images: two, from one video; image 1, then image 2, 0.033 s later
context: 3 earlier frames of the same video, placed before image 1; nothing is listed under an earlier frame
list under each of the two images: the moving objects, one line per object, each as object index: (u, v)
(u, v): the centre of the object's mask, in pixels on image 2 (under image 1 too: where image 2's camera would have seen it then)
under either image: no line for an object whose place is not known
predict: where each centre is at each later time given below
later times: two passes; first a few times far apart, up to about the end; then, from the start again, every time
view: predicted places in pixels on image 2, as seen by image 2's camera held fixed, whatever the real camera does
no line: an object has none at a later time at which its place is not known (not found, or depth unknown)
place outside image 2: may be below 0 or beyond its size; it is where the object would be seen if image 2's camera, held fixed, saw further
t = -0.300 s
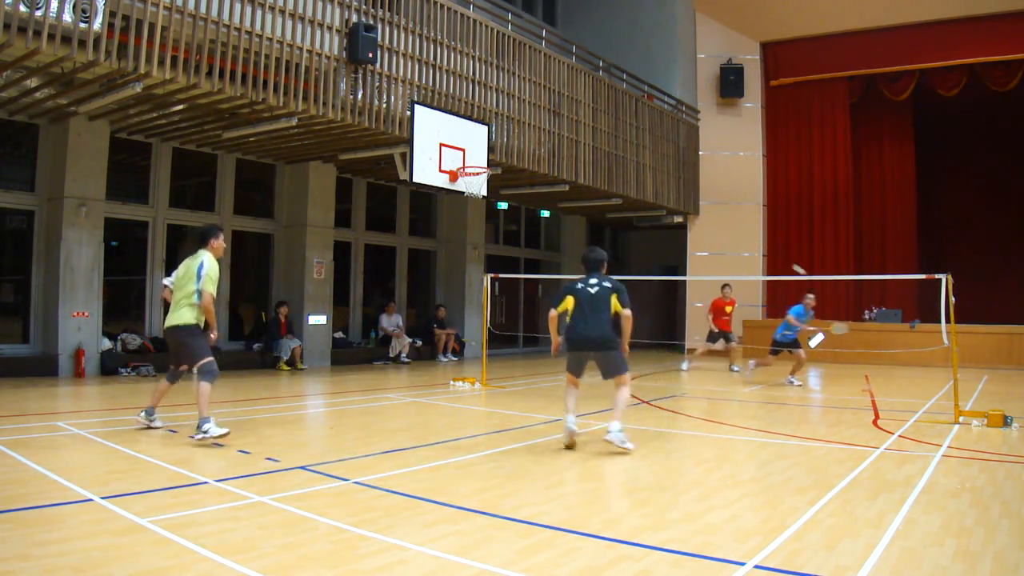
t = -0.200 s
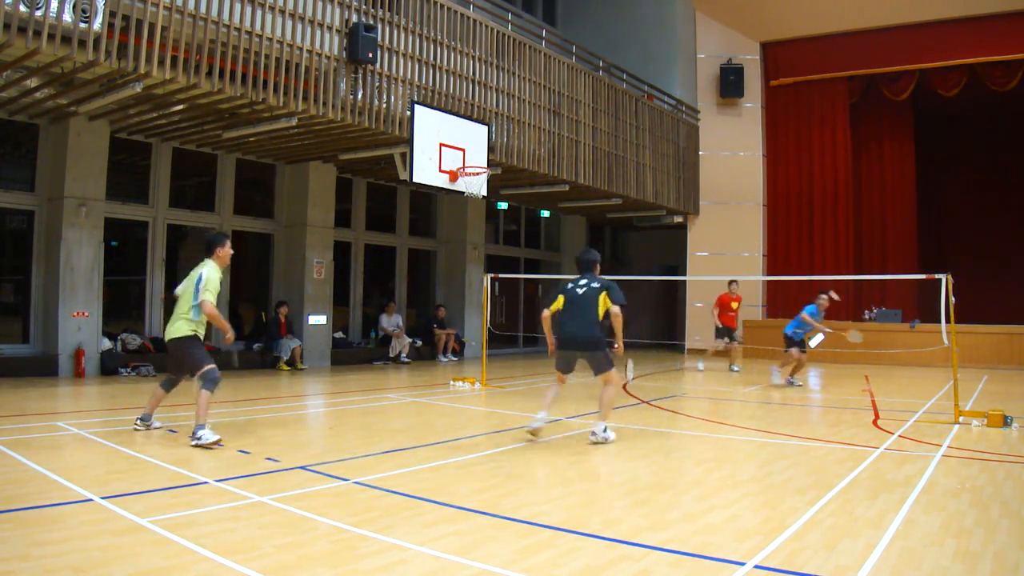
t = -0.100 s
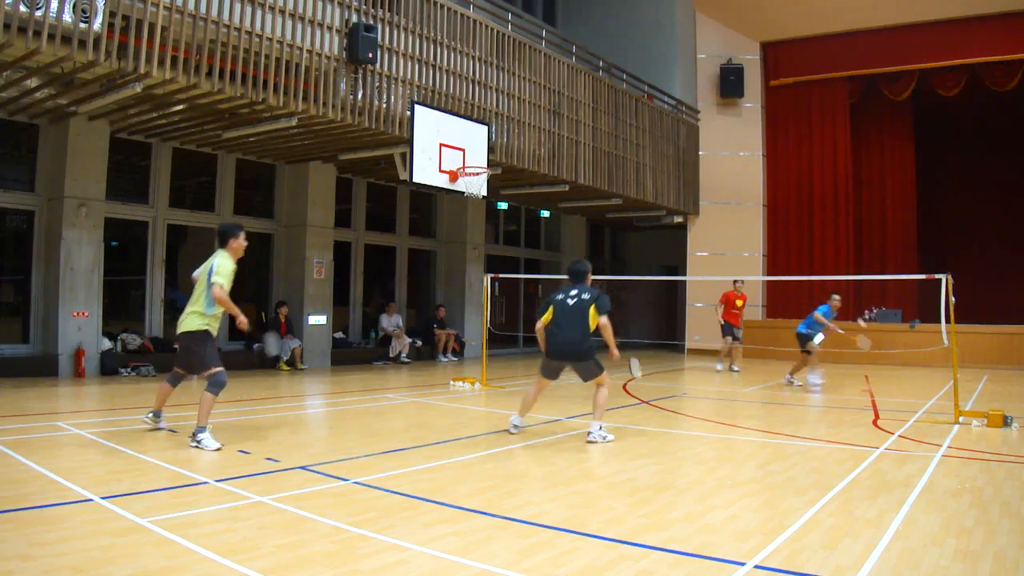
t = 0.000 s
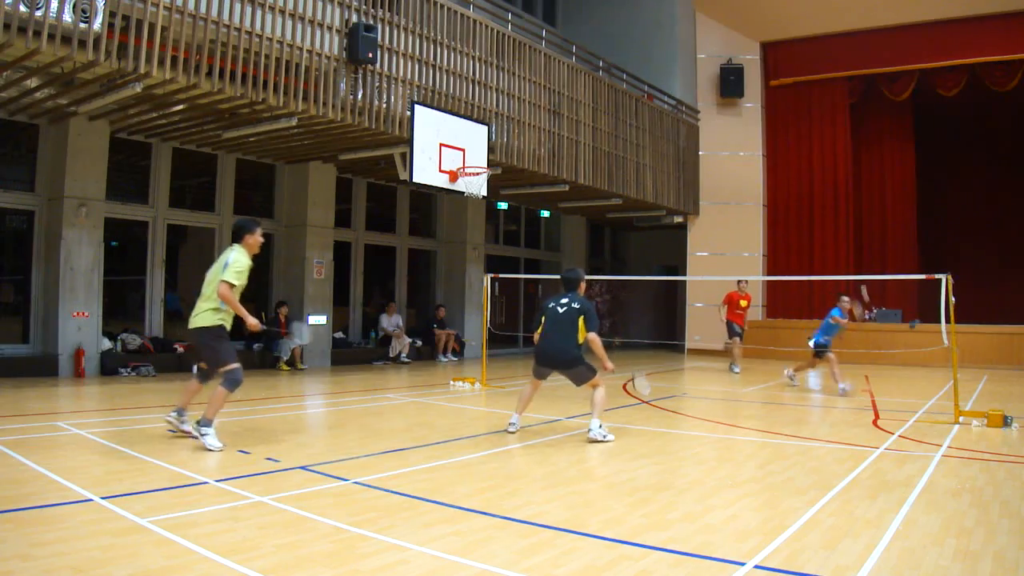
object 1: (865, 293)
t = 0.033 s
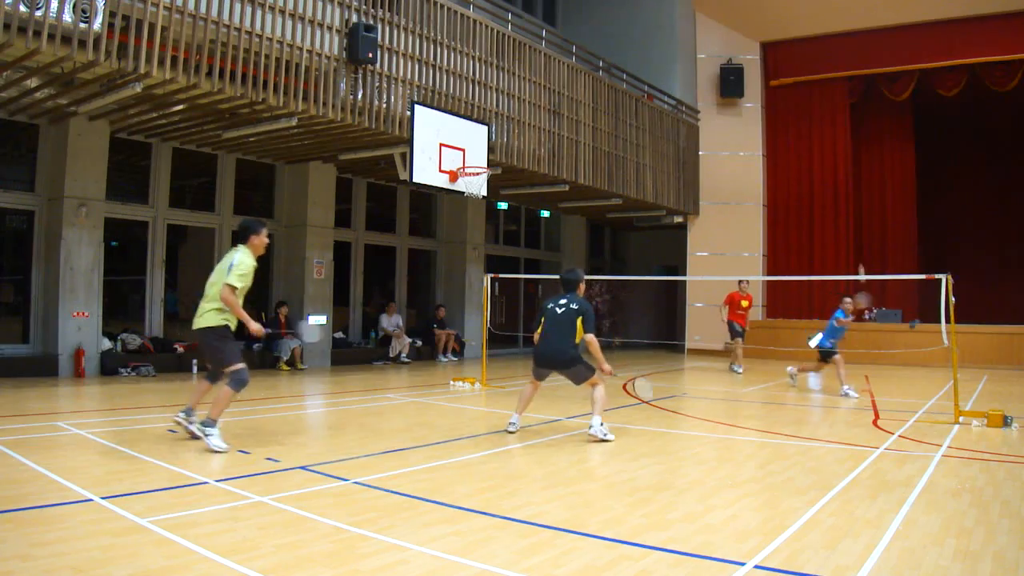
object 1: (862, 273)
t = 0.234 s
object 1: (837, 177)
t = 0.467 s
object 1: (804, 116)
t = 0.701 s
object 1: (765, 126)
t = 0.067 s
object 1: (858, 254)
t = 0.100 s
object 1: (854, 236)
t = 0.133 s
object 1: (849, 219)
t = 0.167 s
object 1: (845, 204)
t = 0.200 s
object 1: (841, 189)
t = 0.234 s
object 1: (837, 177)
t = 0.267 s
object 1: (833, 164)
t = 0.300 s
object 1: (828, 153)
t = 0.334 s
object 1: (824, 143)
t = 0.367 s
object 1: (819, 135)
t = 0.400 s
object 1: (815, 127)
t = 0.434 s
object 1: (809, 121)
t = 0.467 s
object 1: (804, 116)
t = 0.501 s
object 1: (799, 112)
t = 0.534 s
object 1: (794, 110)
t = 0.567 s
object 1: (788, 110)
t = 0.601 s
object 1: (783, 111)
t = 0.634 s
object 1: (777, 114)
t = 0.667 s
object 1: (771, 119)
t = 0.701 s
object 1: (765, 126)
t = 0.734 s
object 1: (758, 134)
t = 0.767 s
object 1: (751, 145)
